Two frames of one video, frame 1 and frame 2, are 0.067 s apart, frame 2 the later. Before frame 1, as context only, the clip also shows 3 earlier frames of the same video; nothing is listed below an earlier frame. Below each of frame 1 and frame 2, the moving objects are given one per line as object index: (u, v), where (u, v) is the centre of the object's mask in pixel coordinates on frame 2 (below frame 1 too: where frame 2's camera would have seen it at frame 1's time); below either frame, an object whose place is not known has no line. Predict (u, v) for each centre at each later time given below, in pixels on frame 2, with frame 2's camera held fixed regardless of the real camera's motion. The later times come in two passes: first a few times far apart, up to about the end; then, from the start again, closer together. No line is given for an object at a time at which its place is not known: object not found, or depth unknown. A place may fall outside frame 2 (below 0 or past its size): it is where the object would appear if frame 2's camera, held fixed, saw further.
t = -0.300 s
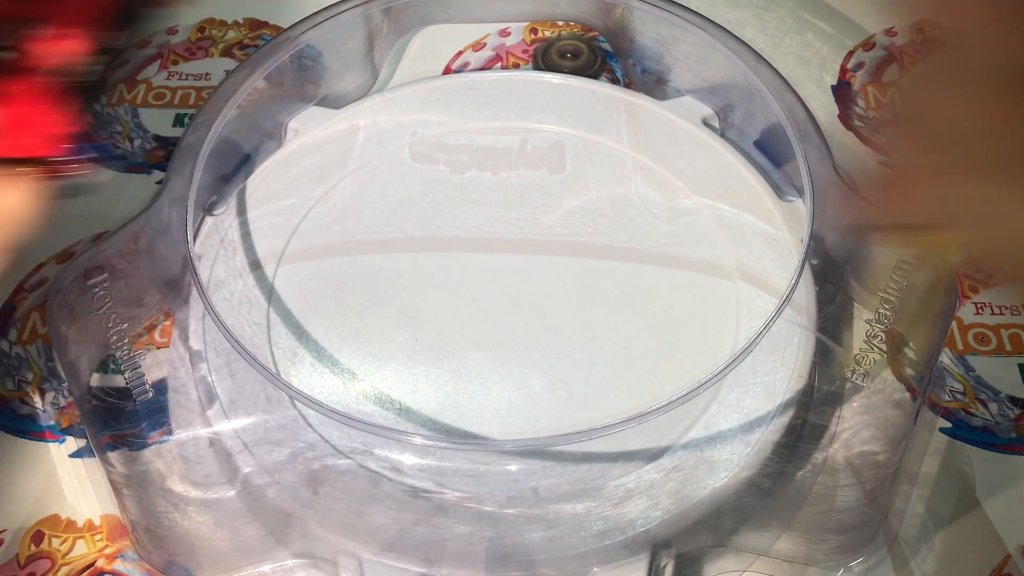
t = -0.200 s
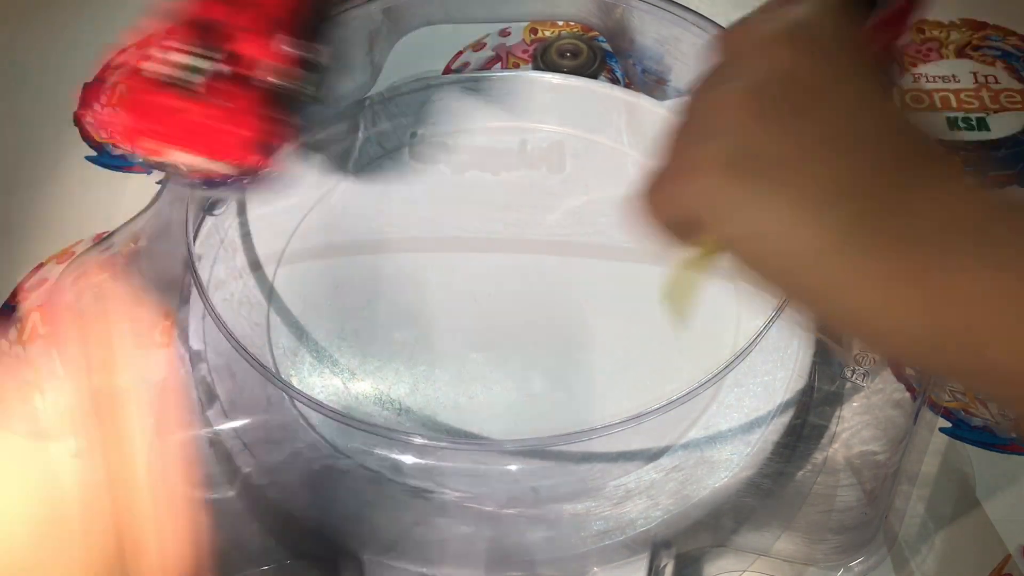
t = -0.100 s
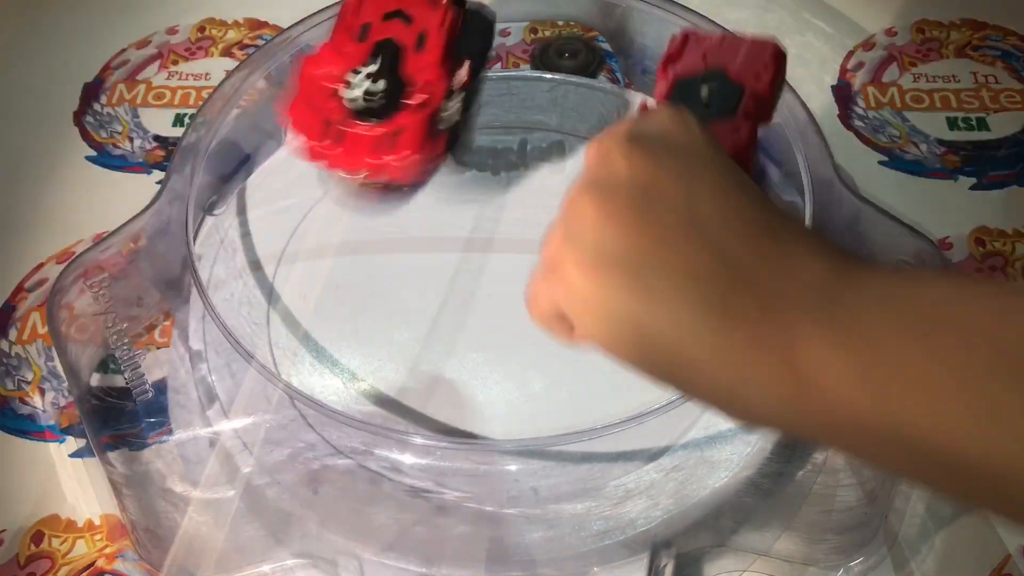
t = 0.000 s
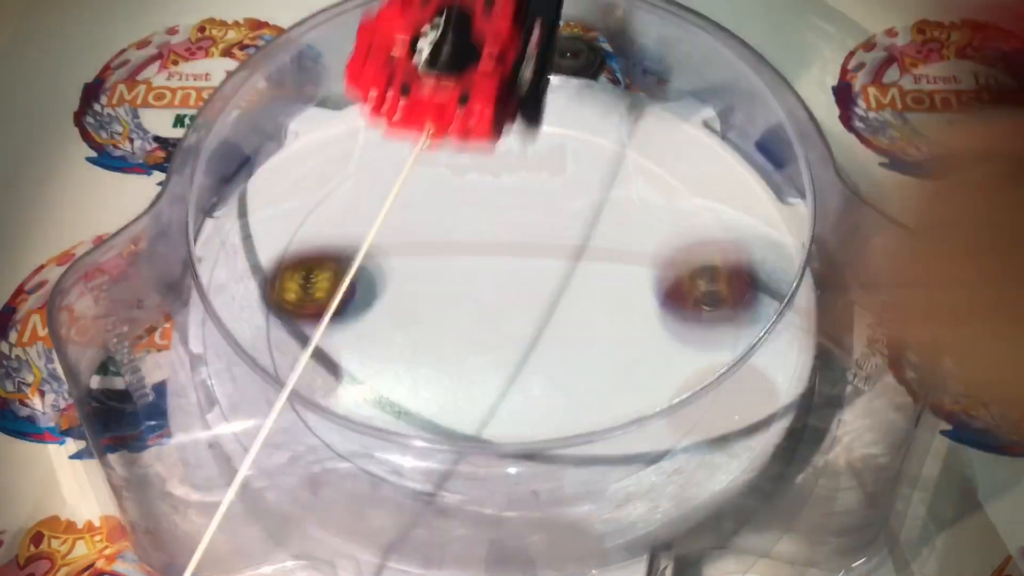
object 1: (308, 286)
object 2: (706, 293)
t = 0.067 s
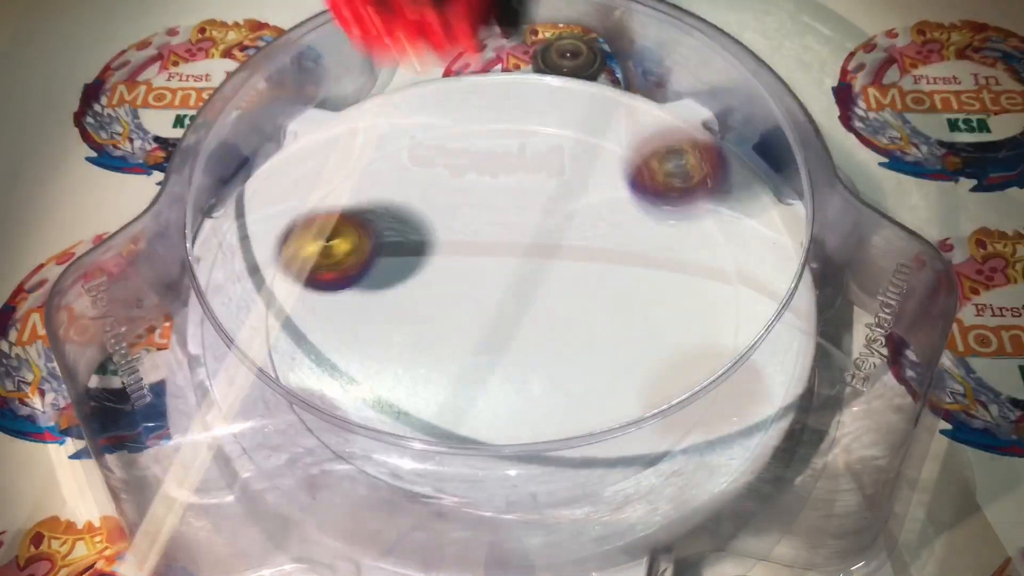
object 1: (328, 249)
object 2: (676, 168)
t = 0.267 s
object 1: (476, 326)
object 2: (519, 102)
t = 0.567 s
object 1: (663, 222)
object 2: (315, 367)
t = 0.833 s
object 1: (455, 165)
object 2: (646, 435)
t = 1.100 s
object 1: (377, 392)
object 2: (601, 171)
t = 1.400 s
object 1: (729, 306)
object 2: (286, 239)
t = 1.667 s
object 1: (507, 106)
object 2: (522, 444)
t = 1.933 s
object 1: (272, 315)
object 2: (721, 219)
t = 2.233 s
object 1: (671, 414)
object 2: (366, 149)
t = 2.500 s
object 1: (646, 154)
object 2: (387, 447)
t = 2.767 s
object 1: (330, 188)
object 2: (713, 353)
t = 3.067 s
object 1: (433, 441)
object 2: (570, 118)
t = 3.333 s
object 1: (687, 300)
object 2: (298, 262)
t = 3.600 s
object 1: (520, 145)
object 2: (567, 465)
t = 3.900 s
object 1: (354, 289)
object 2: (682, 185)
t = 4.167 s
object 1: (573, 379)
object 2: (390, 152)
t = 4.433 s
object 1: (604, 205)
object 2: (356, 421)
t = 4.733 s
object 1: (440, 239)
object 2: (713, 317)
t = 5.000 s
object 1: (469, 330)
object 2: (521, 128)
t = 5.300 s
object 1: (552, 317)
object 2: (312, 321)
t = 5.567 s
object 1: (553, 272)
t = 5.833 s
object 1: (502, 258)
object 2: (624, 198)
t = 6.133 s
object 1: (456, 292)
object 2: (399, 218)
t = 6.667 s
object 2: (419, 231)
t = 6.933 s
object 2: (343, 222)
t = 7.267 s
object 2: (379, 249)
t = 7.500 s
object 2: (390, 256)
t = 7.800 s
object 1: (658, 316)
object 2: (550, 232)
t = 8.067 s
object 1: (479, 321)
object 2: (577, 178)
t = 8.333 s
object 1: (408, 301)
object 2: (525, 267)
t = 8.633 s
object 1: (422, 268)
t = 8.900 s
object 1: (485, 257)
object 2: (586, 317)
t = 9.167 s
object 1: (485, 194)
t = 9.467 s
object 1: (540, 263)
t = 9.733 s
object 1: (711, 232)
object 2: (336, 342)
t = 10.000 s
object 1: (539, 284)
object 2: (291, 296)
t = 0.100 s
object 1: (345, 251)
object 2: (660, 135)
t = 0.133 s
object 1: (366, 266)
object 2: (640, 117)
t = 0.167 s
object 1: (386, 294)
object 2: (624, 114)
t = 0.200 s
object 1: (414, 311)
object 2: (597, 111)
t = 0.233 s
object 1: (440, 313)
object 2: (556, 101)
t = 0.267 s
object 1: (476, 326)
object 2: (519, 102)
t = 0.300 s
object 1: (508, 327)
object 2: (474, 118)
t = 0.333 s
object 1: (544, 327)
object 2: (439, 138)
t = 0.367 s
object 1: (577, 321)
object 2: (407, 151)
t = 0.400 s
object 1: (608, 311)
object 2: (378, 173)
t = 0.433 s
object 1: (629, 295)
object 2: (350, 204)
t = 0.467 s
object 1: (647, 278)
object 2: (330, 240)
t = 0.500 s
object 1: (659, 261)
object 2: (313, 283)
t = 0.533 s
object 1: (666, 241)
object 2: (308, 326)
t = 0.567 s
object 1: (663, 222)
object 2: (315, 367)
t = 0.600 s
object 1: (654, 204)
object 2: (331, 411)
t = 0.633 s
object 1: (638, 187)
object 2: (373, 447)
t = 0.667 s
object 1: (618, 173)
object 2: (424, 473)
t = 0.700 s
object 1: (590, 162)
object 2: (474, 496)
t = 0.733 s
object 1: (558, 156)
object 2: (521, 508)
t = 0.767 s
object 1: (524, 153)
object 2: (569, 489)
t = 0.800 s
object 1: (489, 157)
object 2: (616, 470)
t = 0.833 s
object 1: (455, 165)
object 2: (646, 435)
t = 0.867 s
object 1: (422, 179)
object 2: (671, 398)
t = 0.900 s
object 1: (392, 201)
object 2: (683, 357)
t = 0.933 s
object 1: (369, 226)
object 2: (694, 321)
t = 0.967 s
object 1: (352, 255)
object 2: (692, 284)
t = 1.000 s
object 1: (343, 288)
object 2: (680, 251)
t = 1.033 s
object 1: (342, 326)
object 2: (660, 220)
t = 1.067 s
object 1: (352, 361)
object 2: (633, 193)
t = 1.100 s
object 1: (377, 392)
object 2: (601, 171)
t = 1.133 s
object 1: (411, 410)
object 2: (565, 156)
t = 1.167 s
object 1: (452, 443)
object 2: (529, 148)
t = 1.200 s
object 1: (505, 460)
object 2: (491, 149)
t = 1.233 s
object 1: (558, 461)
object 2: (453, 153)
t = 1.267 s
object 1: (610, 452)
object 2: (420, 161)
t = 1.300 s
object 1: (653, 425)
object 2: (382, 174)
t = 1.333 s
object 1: (684, 388)
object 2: (344, 190)
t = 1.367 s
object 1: (705, 345)
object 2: (314, 211)
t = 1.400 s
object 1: (729, 306)
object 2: (286, 239)
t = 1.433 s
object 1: (736, 265)
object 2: (275, 269)
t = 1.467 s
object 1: (725, 230)
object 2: (277, 307)
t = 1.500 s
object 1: (702, 191)
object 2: (294, 345)
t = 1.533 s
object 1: (670, 160)
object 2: (322, 371)
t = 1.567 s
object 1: (636, 137)
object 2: (356, 405)
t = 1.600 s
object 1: (598, 119)
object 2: (403, 431)
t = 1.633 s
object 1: (550, 109)
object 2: (461, 443)
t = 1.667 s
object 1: (507, 106)
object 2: (522, 444)
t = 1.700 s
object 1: (462, 111)
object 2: (576, 434)
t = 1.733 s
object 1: (414, 124)
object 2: (626, 418)
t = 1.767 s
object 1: (372, 142)
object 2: (661, 390)
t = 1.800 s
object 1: (338, 164)
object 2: (693, 362)
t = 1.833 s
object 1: (304, 195)
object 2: (712, 326)
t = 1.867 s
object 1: (285, 231)
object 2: (726, 289)
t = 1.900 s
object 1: (272, 271)
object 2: (728, 252)
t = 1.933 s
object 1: (272, 315)
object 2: (721, 219)
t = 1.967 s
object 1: (291, 351)
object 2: (697, 190)
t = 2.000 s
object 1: (313, 394)
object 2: (668, 173)
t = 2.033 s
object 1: (351, 432)
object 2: (635, 147)
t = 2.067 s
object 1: (400, 456)
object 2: (600, 126)
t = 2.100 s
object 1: (460, 472)
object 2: (554, 110)
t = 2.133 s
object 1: (520, 483)
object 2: (508, 103)
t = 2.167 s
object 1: (578, 464)
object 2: (459, 113)
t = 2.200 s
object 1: (627, 442)
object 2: (409, 129)
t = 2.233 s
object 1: (671, 414)
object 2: (366, 149)
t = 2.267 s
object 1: (700, 377)
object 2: (329, 178)
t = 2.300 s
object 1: (713, 339)
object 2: (299, 216)
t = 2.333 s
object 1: (729, 303)
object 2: (281, 255)
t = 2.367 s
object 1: (733, 268)
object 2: (277, 295)
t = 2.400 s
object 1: (724, 232)
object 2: (286, 340)
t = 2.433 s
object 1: (705, 202)
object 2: (303, 378)
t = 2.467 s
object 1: (680, 177)
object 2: (339, 414)
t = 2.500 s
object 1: (646, 154)
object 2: (387, 447)
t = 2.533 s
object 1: (611, 137)
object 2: (441, 465)
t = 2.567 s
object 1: (569, 127)
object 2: (493, 473)
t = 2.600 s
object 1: (528, 122)
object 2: (544, 471)
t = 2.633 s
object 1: (484, 124)
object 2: (593, 458)
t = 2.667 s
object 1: (441, 133)
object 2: (632, 439)
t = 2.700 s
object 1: (401, 147)
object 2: (667, 415)
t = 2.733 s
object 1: (365, 164)
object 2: (692, 384)
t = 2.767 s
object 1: (330, 188)
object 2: (713, 353)
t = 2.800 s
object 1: (304, 214)
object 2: (722, 317)
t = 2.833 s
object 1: (285, 248)
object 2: (729, 287)
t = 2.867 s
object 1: (279, 282)
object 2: (726, 255)
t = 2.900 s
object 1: (280, 316)
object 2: (717, 223)
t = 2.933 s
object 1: (294, 349)
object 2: (699, 195)
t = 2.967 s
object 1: (318, 373)
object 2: (674, 168)
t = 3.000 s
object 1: (345, 408)
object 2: (643, 145)
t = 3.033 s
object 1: (384, 430)
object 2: (608, 129)
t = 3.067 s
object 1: (433, 441)
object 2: (570, 118)
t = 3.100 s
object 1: (476, 444)
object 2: (530, 114)
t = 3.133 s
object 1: (520, 442)
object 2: (490, 117)
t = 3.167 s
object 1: (564, 431)
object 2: (451, 126)
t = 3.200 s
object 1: (601, 412)
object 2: (413, 141)
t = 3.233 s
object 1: (630, 385)
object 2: (376, 161)
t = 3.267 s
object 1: (658, 362)
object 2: (343, 189)
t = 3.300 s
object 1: (676, 333)
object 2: (317, 222)
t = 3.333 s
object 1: (687, 300)
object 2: (298, 262)
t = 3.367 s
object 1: (685, 271)
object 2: (291, 304)
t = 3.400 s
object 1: (675, 243)
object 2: (296, 346)
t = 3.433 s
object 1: (660, 218)
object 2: (312, 390)
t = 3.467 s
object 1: (641, 197)
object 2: (340, 424)
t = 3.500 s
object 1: (613, 177)
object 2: (400, 453)
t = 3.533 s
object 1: (583, 162)
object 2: (452, 469)
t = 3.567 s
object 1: (550, 150)
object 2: (517, 473)
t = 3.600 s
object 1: (520, 145)
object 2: (567, 465)
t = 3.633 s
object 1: (488, 144)
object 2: (617, 445)
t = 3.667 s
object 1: (459, 148)
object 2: (659, 419)
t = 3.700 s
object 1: (435, 156)
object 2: (691, 388)
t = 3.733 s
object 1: (413, 170)
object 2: (711, 353)
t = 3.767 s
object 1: (391, 187)
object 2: (722, 316)
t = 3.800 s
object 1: (374, 209)
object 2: (727, 283)
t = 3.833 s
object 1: (363, 233)
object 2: (720, 248)
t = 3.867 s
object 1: (355, 259)
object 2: (704, 215)
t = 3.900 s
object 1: (354, 289)
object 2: (682, 185)
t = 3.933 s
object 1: (361, 318)
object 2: (655, 158)
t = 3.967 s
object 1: (378, 344)
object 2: (620, 139)
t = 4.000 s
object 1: (401, 366)
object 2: (582, 126)
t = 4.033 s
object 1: (432, 382)
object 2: (543, 118)
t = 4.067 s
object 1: (466, 392)
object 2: (502, 117)
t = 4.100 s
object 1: (504, 396)
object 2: (463, 123)
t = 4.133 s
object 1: (542, 391)
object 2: (425, 135)
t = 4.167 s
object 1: (573, 379)
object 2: (390, 152)
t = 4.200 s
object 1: (599, 363)
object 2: (355, 174)
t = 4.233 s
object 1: (620, 342)
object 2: (325, 203)
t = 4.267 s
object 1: (635, 318)
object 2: (302, 237)
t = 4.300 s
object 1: (644, 291)
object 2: (288, 276)
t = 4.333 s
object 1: (645, 266)
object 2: (286, 318)
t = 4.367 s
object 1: (638, 242)
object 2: (301, 355)
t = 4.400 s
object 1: (623, 222)
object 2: (321, 392)
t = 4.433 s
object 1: (604, 205)
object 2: (356, 421)
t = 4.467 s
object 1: (582, 193)
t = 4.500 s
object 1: (559, 185)
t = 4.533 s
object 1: (535, 182)
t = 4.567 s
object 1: (514, 185)
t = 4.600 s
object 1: (492, 191)
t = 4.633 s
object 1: (475, 200)
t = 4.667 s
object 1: (459, 211)
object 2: (683, 387)
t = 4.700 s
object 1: (447, 224)
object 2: (697, 349)
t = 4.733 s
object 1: (440, 239)
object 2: (713, 317)
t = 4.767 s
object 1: (435, 254)
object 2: (713, 281)
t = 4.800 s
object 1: (435, 267)
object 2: (706, 247)
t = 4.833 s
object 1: (437, 280)
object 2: (688, 213)
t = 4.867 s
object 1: (441, 294)
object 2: (662, 186)
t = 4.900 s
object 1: (446, 305)
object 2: (635, 161)
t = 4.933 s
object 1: (453, 315)
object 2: (599, 143)
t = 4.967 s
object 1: (461, 323)
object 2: (560, 132)
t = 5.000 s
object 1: (469, 330)
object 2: (521, 128)
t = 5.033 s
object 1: (478, 333)
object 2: (483, 130)
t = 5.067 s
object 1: (491, 334)
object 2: (448, 138)
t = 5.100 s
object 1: (502, 333)
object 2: (413, 152)
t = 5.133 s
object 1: (513, 331)
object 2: (379, 170)
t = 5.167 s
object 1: (523, 329)
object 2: (350, 192)
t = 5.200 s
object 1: (532, 327)
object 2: (329, 219)
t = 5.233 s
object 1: (539, 324)
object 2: (315, 250)
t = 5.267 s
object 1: (546, 321)
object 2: (308, 285)
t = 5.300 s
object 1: (552, 317)
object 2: (312, 321)
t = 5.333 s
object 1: (556, 312)
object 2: (326, 353)
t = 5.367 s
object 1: (559, 307)
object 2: (351, 377)
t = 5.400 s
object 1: (562, 301)
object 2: (387, 398)
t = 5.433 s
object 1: (563, 294)
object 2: (430, 411)
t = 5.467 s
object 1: (563, 288)
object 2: (467, 417)
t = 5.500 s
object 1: (560, 282)
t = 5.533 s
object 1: (557, 277)
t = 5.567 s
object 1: (553, 272)
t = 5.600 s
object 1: (549, 267)
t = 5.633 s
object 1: (543, 264)
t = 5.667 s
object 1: (537, 261)
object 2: (666, 327)
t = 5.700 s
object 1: (531, 259)
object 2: (677, 296)
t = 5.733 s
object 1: (524, 259)
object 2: (674, 268)
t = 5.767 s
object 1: (518, 258)
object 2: (663, 242)
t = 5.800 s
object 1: (510, 257)
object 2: (646, 217)
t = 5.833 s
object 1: (502, 258)
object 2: (624, 198)
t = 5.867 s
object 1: (494, 260)
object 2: (599, 183)
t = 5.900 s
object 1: (488, 262)
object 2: (571, 172)
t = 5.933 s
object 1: (481, 265)
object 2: (542, 166)
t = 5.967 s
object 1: (475, 268)
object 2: (515, 165)
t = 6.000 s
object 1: (469, 271)
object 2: (485, 169)
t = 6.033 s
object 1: (464, 275)
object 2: (460, 176)
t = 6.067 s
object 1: (459, 278)
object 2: (438, 188)
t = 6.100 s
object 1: (457, 282)
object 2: (416, 204)
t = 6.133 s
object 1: (456, 292)
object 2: (399, 218)
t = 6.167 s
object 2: (380, 220)
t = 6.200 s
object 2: (364, 228)
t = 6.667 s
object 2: (419, 231)
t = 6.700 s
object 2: (407, 219)
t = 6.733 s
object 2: (394, 211)
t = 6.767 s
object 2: (384, 206)
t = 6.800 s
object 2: (372, 204)
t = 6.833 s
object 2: (361, 204)
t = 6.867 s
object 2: (351, 207)
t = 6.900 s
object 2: (344, 214)
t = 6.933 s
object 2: (343, 222)
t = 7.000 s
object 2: (350, 244)
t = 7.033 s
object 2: (364, 255)
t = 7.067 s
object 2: (383, 265)
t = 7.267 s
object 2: (379, 249)
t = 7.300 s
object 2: (367, 242)
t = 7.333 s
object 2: (359, 238)
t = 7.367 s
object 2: (357, 238)
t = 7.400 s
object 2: (357, 241)
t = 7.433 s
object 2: (361, 247)
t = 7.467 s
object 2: (371, 253)
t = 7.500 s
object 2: (390, 256)
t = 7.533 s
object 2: (407, 261)
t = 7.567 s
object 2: (423, 264)
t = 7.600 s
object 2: (443, 263)
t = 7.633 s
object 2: (464, 262)
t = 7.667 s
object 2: (482, 257)
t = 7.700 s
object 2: (502, 250)
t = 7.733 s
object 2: (522, 244)
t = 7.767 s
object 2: (538, 238)
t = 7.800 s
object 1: (658, 316)
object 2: (550, 232)
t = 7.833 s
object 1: (636, 319)
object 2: (559, 225)
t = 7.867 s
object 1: (611, 322)
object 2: (568, 218)
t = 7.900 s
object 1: (588, 324)
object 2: (575, 211)
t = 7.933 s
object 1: (563, 325)
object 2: (580, 203)
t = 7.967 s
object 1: (540, 324)
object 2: (584, 195)
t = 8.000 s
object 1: (515, 324)
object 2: (584, 187)
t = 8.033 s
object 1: (496, 322)
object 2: (582, 181)
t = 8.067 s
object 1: (479, 321)
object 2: (577, 178)
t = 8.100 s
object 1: (465, 319)
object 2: (569, 178)
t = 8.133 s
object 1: (452, 318)
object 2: (561, 182)
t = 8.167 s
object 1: (441, 316)
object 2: (551, 189)
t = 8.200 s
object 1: (432, 313)
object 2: (542, 200)
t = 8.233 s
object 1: (424, 311)
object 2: (534, 215)
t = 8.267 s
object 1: (418, 308)
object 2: (529, 232)
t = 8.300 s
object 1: (412, 305)
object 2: (525, 249)
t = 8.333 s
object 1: (408, 301)
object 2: (525, 267)
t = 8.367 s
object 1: (406, 297)
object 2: (527, 283)
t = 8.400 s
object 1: (405, 294)
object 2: (530, 300)
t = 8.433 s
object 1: (404, 290)
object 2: (536, 314)
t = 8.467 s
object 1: (404, 286)
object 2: (536, 330)
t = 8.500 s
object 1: (406, 282)
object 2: (543, 341)
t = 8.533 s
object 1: (409, 278)
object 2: (552, 350)
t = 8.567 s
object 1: (412, 275)
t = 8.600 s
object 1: (416, 272)
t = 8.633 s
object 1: (422, 268)
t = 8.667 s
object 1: (428, 266)
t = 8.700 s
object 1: (435, 264)
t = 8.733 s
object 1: (443, 262)
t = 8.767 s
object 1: (451, 261)
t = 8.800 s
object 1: (458, 260)
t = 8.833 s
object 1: (466, 259)
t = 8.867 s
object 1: (476, 258)
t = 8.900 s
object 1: (485, 257)
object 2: (586, 317)
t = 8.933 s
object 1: (494, 257)
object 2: (569, 311)
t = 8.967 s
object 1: (492, 242)
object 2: (555, 313)
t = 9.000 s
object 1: (484, 221)
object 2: (547, 324)
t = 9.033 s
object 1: (479, 205)
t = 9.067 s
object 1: (478, 195)
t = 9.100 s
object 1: (479, 191)
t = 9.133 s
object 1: (481, 191)
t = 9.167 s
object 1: (485, 194)
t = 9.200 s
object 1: (488, 198)
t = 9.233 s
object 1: (491, 205)
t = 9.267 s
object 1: (497, 213)
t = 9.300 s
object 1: (504, 220)
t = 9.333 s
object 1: (510, 229)
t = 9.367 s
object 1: (518, 238)
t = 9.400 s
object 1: (527, 246)
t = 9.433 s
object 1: (533, 255)
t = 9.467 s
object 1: (540, 263)
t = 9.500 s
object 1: (546, 271)
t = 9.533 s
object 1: (554, 275)
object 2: (480, 337)
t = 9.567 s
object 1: (592, 268)
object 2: (459, 336)
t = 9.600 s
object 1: (638, 257)
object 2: (423, 341)
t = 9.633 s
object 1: (673, 247)
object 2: (387, 341)
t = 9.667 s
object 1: (699, 235)
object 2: (363, 342)
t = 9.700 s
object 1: (711, 230)
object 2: (347, 343)
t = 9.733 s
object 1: (711, 232)
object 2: (336, 342)
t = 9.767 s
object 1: (700, 241)
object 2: (327, 341)
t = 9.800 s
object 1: (685, 241)
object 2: (318, 337)
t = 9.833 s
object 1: (661, 248)
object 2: (302, 331)
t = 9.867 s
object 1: (638, 257)
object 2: (295, 326)
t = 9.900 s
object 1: (615, 264)
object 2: (291, 321)
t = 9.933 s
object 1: (593, 268)
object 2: (295, 315)
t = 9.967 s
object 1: (566, 276)
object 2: (288, 305)
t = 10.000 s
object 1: (539, 284)
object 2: (291, 296)
